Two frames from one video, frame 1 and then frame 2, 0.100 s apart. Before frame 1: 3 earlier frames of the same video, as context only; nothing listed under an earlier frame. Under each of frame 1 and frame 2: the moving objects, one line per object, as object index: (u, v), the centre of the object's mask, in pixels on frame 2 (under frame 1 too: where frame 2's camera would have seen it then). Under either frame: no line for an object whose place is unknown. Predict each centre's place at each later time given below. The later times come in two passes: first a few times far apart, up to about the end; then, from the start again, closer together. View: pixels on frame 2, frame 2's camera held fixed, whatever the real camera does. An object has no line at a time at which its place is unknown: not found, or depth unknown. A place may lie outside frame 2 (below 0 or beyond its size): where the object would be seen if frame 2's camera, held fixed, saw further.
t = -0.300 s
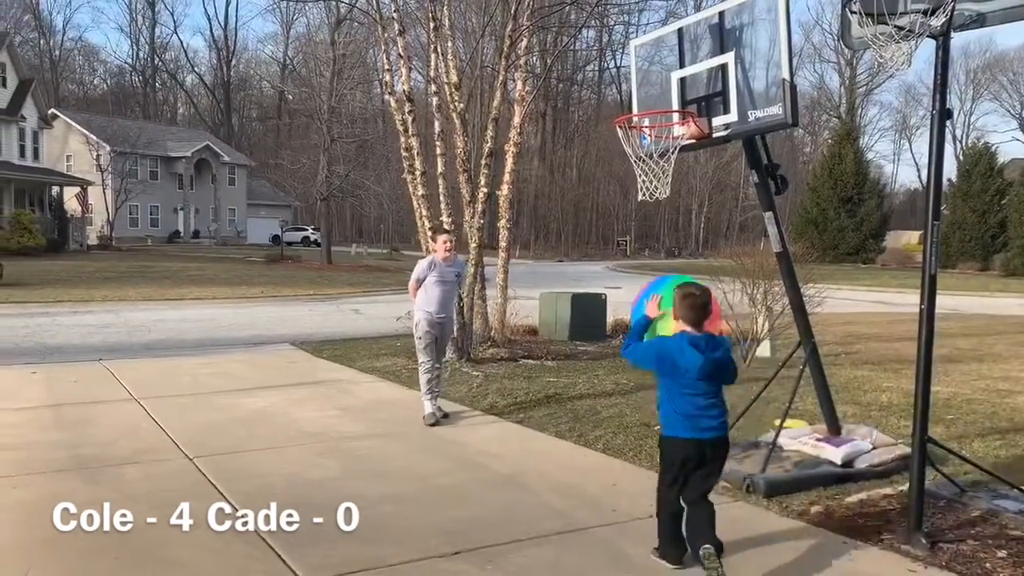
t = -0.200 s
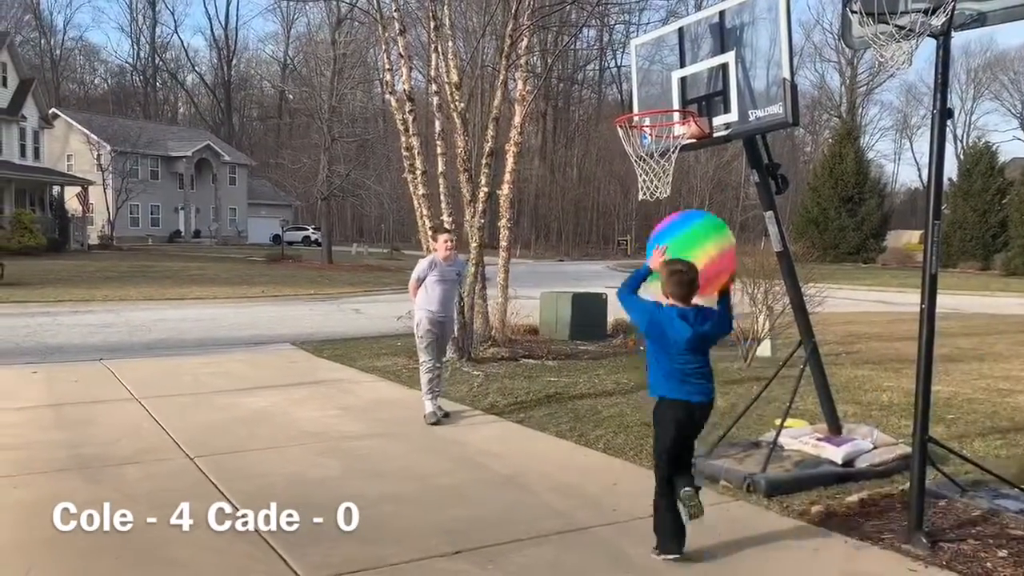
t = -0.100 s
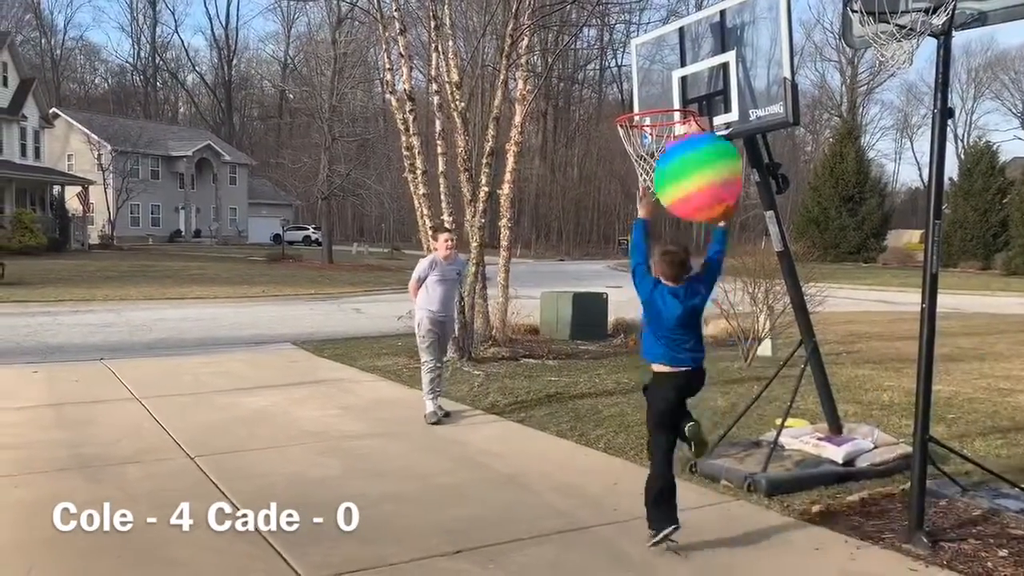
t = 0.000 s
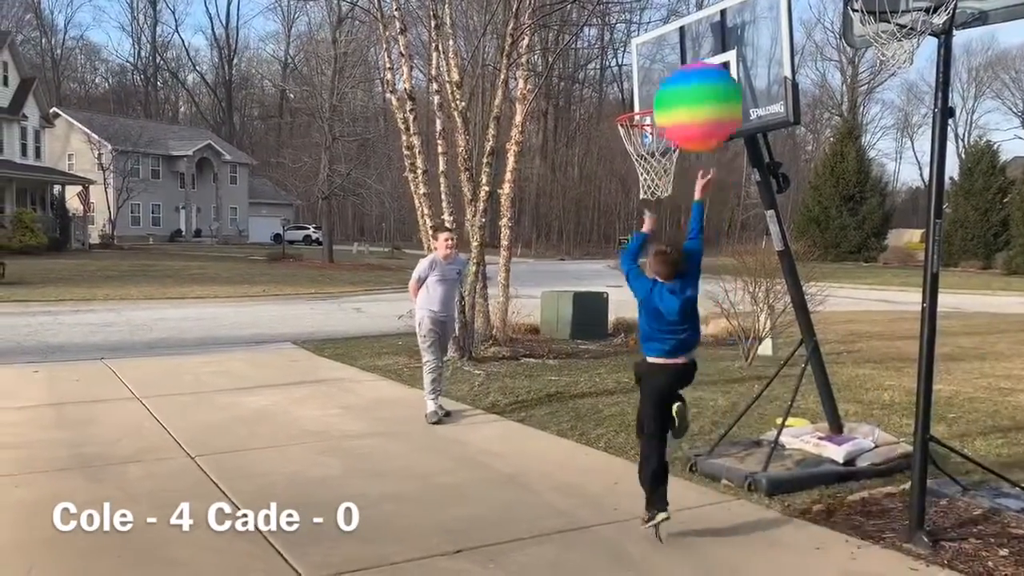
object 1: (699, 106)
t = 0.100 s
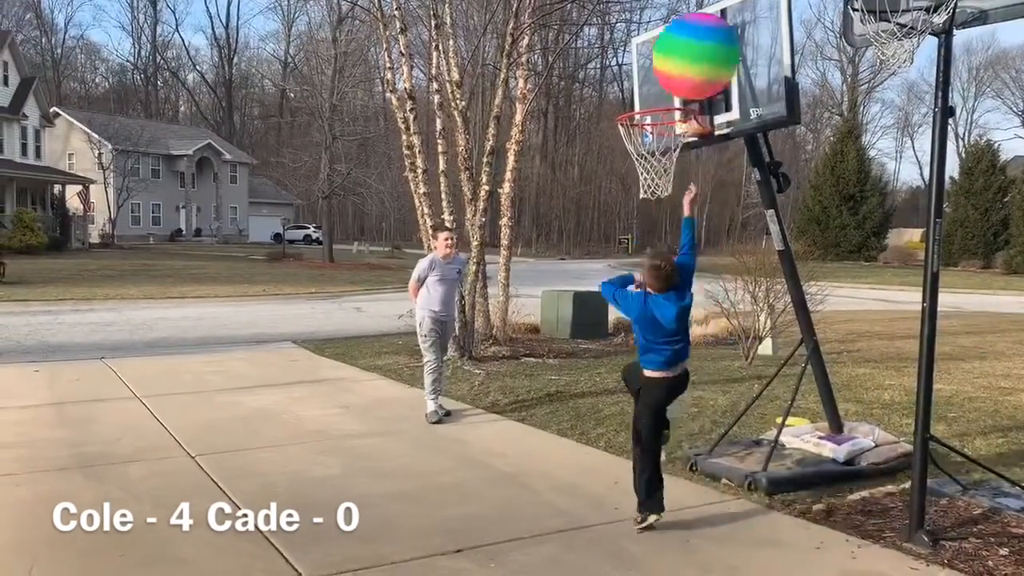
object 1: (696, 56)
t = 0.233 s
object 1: (693, 28)
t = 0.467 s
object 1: (688, 27)
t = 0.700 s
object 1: (682, 78)
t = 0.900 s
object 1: (648, 76)
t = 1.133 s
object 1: (610, 133)
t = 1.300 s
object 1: (592, 209)
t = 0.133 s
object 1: (695, 43)
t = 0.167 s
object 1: (694, 36)
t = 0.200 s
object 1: (693, 31)
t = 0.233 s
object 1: (693, 28)
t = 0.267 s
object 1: (692, 24)
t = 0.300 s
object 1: (692, 23)
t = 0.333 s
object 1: (691, 23)
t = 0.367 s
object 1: (690, 22)
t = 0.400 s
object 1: (689, 23)
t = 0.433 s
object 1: (688, 25)
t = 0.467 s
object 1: (688, 27)
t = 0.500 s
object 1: (686, 30)
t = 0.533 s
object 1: (685, 34)
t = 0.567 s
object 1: (685, 40)
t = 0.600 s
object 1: (683, 50)
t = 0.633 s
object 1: (683, 62)
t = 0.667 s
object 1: (682, 75)
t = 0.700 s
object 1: (682, 78)
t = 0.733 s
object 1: (676, 74)
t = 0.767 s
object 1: (670, 72)
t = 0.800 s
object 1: (665, 72)
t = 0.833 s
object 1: (659, 71)
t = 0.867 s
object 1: (653, 73)
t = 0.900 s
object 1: (648, 76)
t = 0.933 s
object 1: (643, 79)
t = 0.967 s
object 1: (636, 84)
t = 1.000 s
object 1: (631, 88)
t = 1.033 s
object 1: (625, 98)
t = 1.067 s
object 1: (619, 107)
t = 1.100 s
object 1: (615, 121)
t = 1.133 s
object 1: (610, 133)
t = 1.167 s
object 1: (607, 148)
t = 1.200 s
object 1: (603, 161)
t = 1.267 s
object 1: (596, 192)
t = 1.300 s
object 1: (592, 209)
